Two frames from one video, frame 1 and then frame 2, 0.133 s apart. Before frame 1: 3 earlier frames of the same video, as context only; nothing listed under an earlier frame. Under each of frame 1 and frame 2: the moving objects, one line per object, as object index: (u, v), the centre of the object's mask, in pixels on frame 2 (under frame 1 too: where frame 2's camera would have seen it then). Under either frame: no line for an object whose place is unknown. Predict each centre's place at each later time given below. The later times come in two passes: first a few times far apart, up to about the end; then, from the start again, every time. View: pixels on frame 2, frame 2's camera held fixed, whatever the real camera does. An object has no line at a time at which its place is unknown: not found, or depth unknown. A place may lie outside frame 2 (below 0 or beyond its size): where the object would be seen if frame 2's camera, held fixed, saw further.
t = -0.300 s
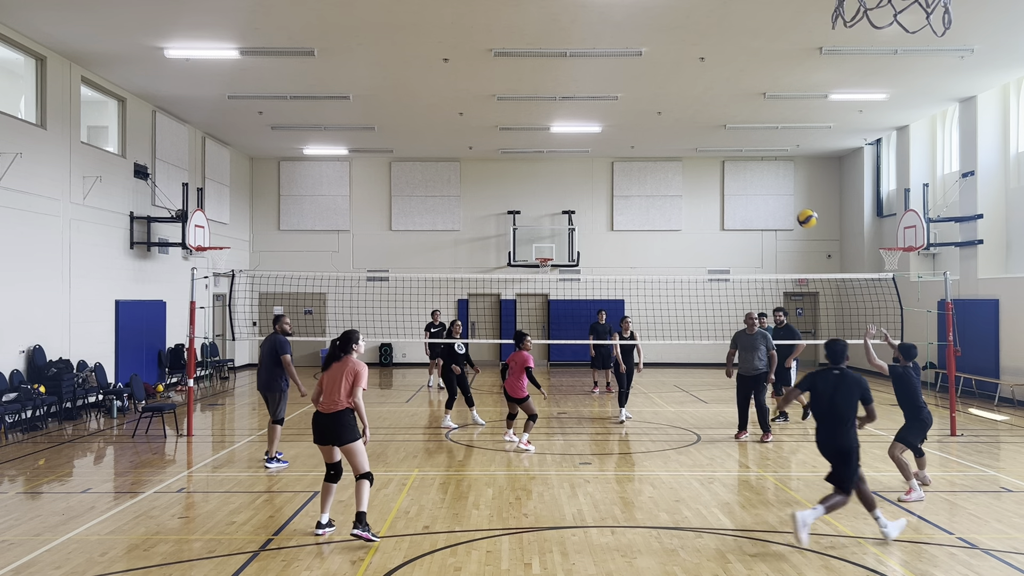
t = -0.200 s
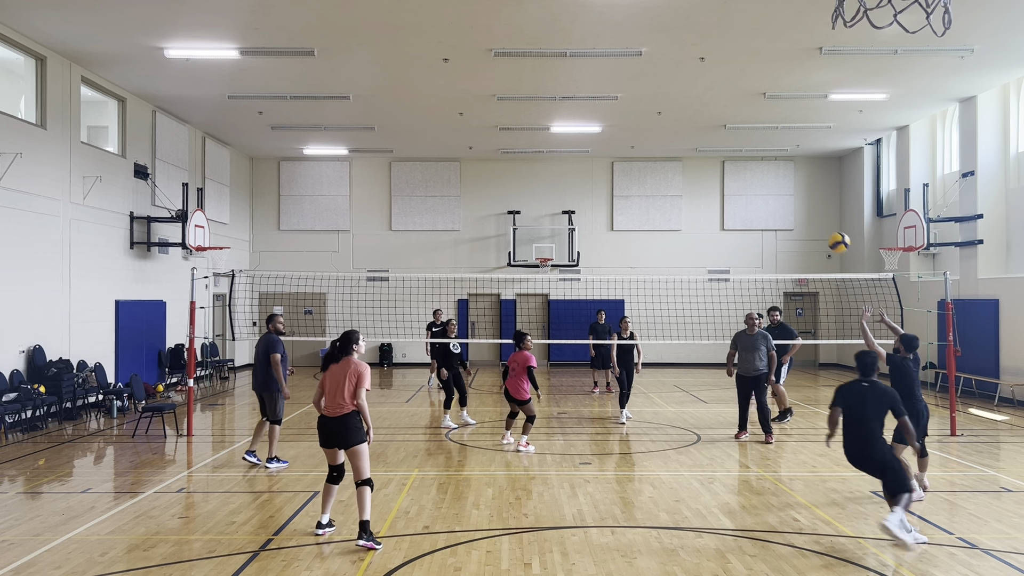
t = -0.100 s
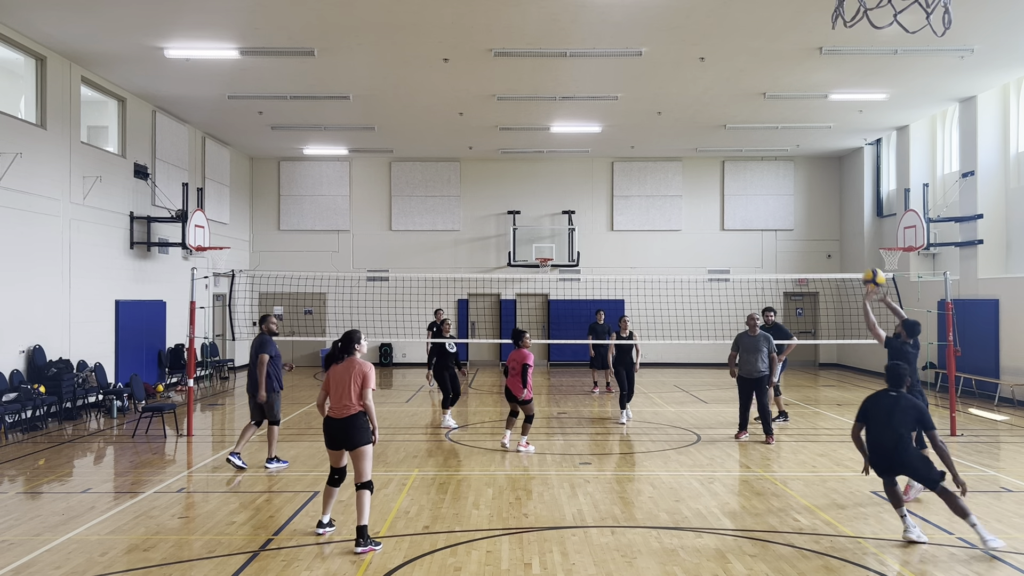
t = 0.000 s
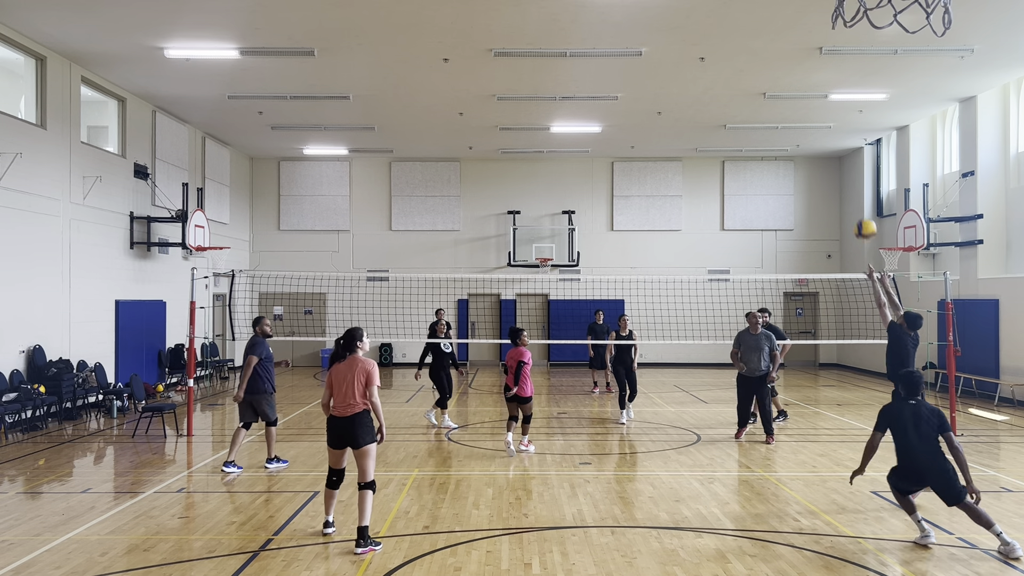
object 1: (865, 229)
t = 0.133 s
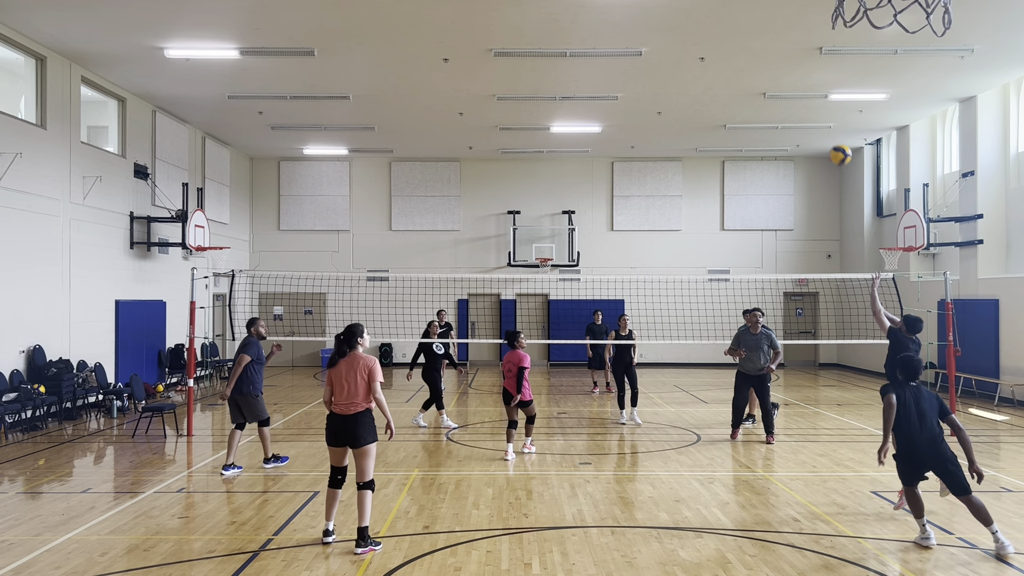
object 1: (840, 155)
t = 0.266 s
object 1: (818, 102)
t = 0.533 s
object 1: (778, 51)
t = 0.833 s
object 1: (739, 71)
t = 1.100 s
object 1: (708, 148)
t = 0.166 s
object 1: (834, 140)
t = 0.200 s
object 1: (829, 126)
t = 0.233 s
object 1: (823, 113)
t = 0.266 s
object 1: (818, 102)
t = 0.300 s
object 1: (812, 92)
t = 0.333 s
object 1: (807, 83)
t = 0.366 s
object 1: (802, 75)
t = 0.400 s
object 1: (797, 68)
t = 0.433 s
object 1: (792, 62)
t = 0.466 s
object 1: (787, 58)
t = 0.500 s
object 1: (782, 54)
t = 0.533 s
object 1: (778, 51)
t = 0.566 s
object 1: (773, 50)
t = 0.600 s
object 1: (769, 49)
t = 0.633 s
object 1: (765, 49)
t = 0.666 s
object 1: (760, 51)
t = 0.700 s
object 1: (756, 53)
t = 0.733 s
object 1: (751, 56)
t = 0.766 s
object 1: (747, 60)
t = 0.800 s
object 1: (743, 66)
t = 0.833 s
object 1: (739, 71)
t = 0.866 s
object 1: (735, 78)
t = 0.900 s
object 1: (731, 86)
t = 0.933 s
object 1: (727, 95)
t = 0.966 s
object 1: (723, 104)
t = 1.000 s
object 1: (719, 114)
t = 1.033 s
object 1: (715, 125)
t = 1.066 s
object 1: (712, 136)
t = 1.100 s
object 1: (708, 148)
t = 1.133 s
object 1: (705, 162)
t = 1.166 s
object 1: (701, 176)
